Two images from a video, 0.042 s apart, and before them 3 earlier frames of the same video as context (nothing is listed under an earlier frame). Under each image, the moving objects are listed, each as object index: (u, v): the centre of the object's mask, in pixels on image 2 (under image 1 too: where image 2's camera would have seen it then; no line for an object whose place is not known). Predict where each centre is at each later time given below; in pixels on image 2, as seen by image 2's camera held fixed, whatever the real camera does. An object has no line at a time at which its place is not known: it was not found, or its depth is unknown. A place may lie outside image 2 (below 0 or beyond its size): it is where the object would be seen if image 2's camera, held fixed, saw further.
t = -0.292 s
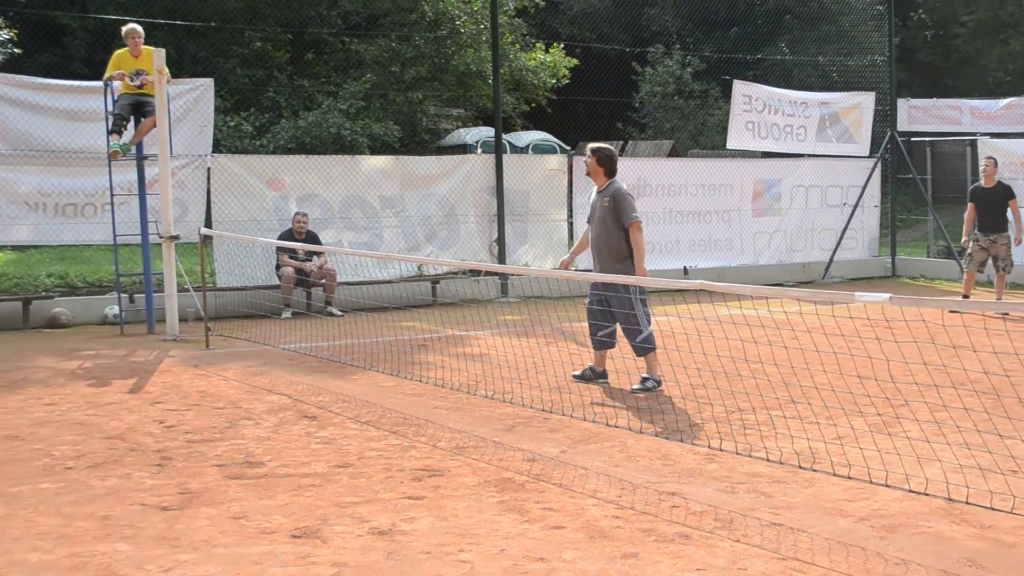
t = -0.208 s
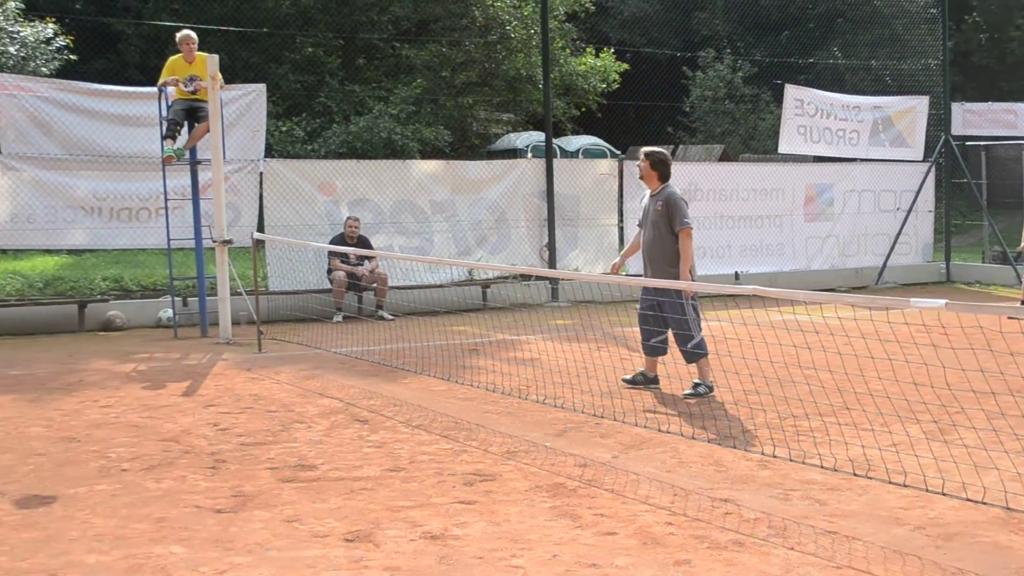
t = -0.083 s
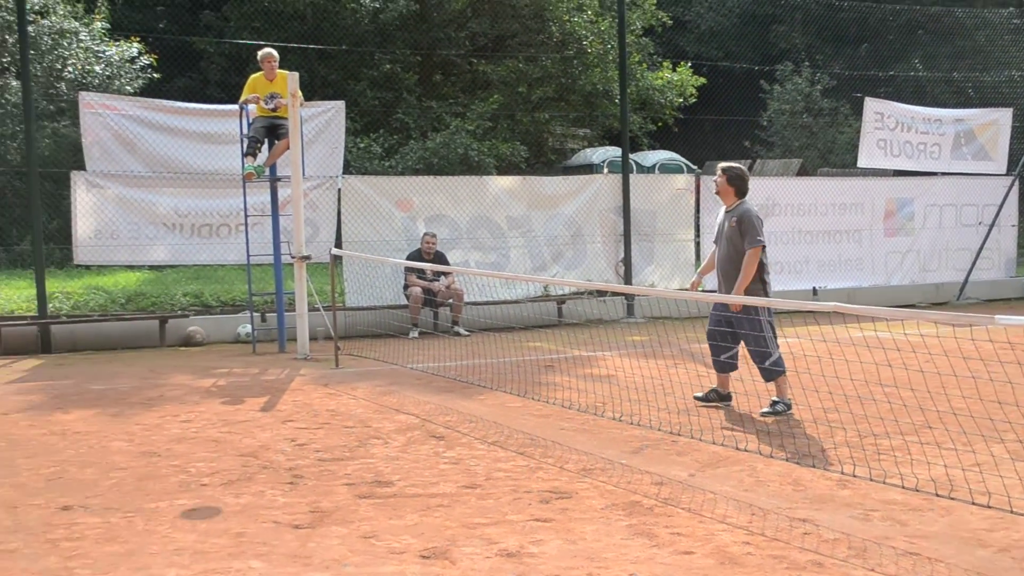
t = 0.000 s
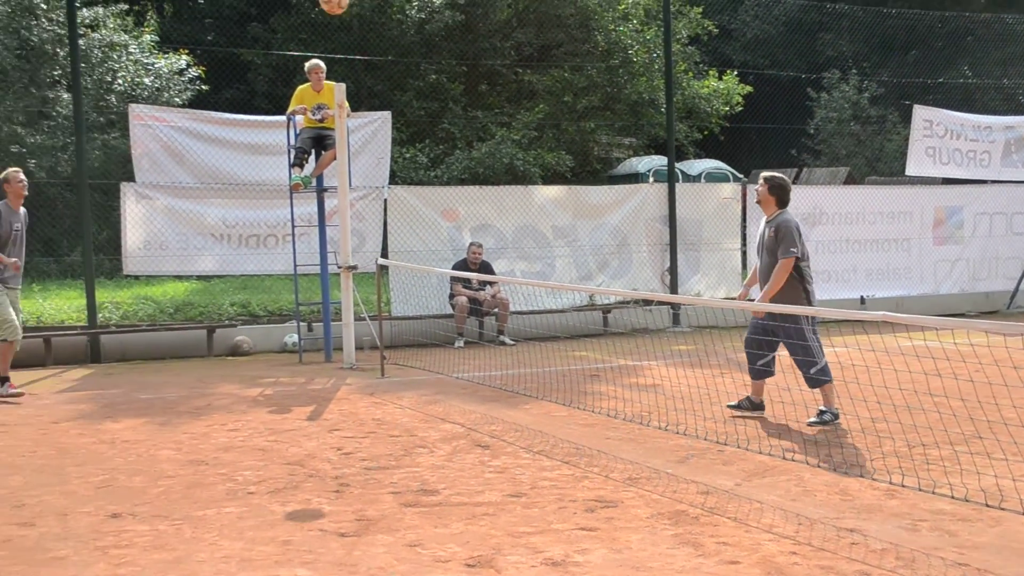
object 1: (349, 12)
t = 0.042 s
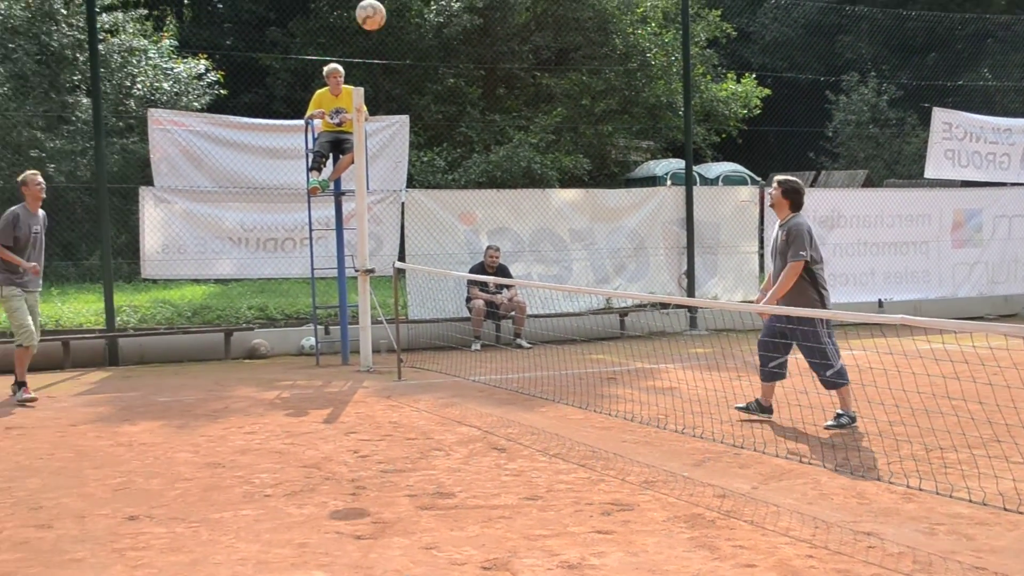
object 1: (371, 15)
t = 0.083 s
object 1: (392, 28)
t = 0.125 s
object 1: (413, 46)
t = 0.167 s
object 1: (432, 62)
